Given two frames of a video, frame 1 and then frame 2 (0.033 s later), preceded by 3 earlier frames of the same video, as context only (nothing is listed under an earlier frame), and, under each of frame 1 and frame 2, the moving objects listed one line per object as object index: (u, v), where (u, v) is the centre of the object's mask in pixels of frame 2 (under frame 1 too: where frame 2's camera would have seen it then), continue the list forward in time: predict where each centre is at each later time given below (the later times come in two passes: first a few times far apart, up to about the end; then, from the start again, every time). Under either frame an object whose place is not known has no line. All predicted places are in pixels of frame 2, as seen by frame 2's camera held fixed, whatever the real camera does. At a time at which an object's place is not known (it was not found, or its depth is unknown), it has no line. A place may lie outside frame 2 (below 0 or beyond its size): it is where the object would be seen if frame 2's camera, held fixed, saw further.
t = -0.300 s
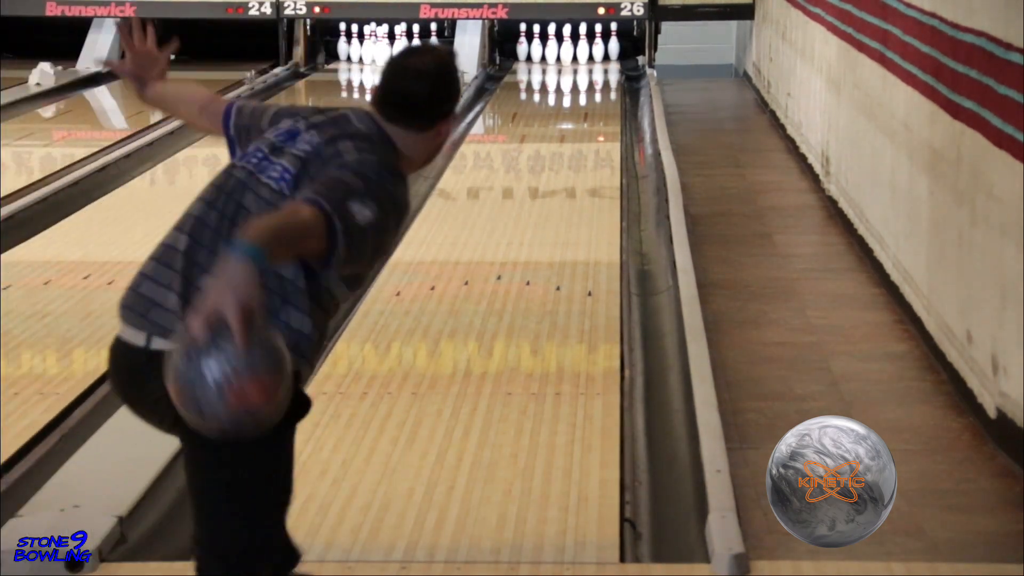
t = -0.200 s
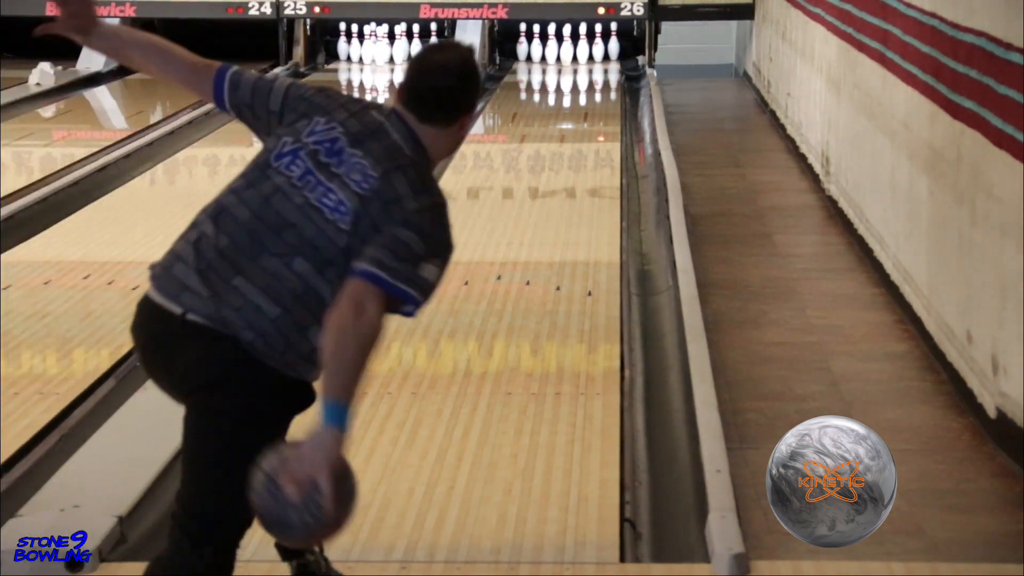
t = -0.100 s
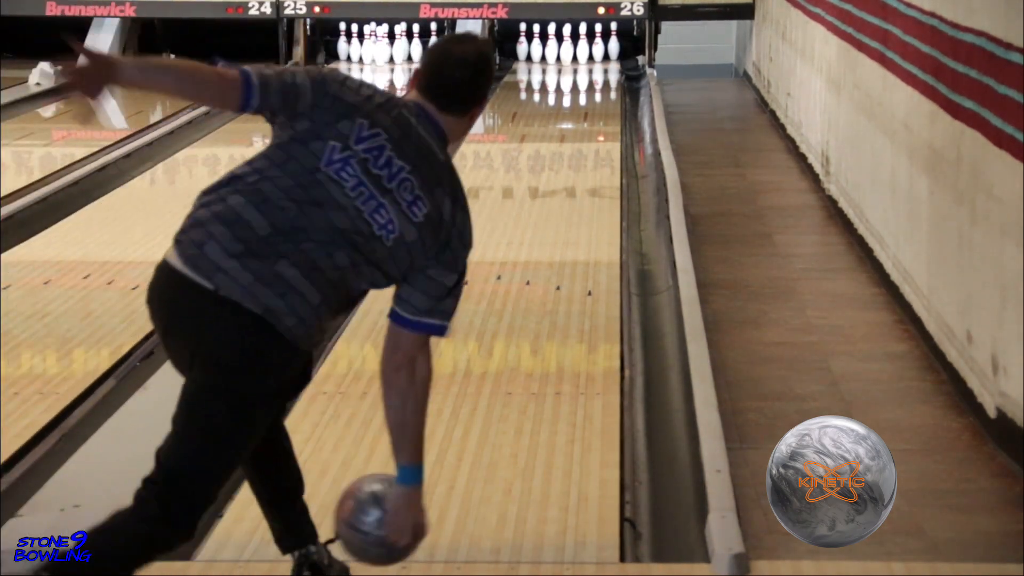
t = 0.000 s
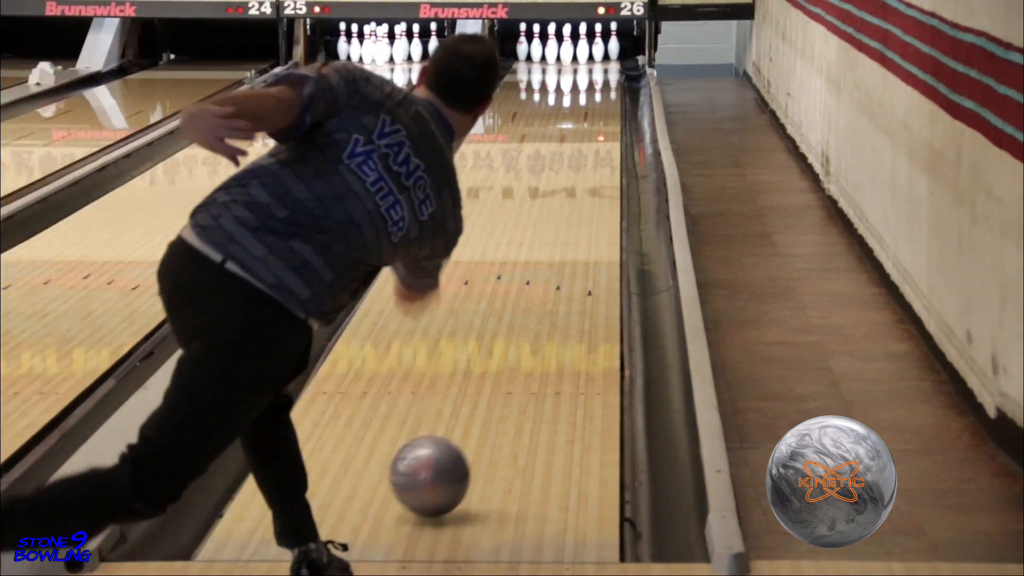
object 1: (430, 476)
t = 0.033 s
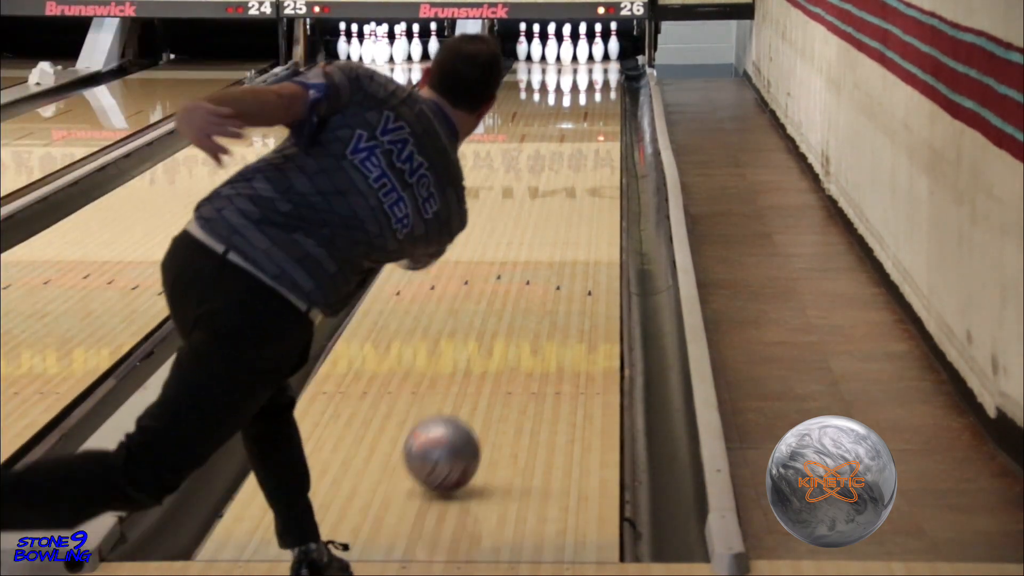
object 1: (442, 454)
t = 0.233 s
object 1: (498, 349)
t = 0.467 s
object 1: (540, 267)
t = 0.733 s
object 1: (571, 203)
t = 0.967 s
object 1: (589, 162)
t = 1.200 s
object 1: (601, 131)
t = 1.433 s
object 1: (606, 107)
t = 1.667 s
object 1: (606, 88)
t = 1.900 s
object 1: (599, 74)
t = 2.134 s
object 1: (584, 61)
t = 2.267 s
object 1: (578, 55)
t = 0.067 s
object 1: (453, 431)
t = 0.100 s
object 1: (464, 414)
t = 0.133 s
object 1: (474, 396)
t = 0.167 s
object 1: (482, 379)
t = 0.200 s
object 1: (491, 363)
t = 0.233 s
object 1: (498, 349)
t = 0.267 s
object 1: (505, 335)
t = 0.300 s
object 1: (512, 321)
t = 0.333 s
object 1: (519, 309)
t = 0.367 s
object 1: (524, 298)
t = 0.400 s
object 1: (530, 287)
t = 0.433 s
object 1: (535, 277)
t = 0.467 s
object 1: (540, 267)
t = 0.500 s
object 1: (545, 257)
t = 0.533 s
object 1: (549, 248)
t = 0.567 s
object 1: (553, 239)
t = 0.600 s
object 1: (557, 232)
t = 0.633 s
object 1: (561, 224)
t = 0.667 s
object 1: (564, 217)
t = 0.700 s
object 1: (568, 210)
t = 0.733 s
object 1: (571, 203)
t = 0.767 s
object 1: (574, 197)
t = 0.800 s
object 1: (577, 190)
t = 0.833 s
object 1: (580, 184)
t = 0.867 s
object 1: (582, 179)
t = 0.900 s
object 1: (585, 173)
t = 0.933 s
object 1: (587, 167)
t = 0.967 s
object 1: (589, 162)
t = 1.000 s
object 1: (591, 158)
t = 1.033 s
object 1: (593, 153)
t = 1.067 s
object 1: (595, 148)
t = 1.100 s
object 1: (597, 144)
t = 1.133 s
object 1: (598, 139)
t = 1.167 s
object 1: (600, 135)
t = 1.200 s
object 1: (601, 131)
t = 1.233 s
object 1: (602, 127)
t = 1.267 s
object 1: (603, 122)
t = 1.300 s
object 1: (604, 119)
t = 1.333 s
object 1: (604, 116)
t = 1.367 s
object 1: (605, 113)
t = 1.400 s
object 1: (606, 110)
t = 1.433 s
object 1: (606, 107)
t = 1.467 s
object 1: (607, 103)
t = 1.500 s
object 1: (607, 101)
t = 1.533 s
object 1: (607, 98)
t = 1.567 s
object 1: (608, 95)
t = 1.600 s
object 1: (607, 93)
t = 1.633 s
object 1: (607, 90)
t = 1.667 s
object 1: (606, 88)
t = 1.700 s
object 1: (606, 85)
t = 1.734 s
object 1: (605, 83)
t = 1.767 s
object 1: (604, 81)
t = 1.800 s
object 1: (603, 78)
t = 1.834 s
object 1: (601, 76)
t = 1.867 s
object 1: (600, 75)
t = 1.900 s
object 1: (599, 74)
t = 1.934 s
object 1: (597, 71)
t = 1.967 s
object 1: (596, 69)
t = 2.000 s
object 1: (594, 67)
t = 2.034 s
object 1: (592, 65)
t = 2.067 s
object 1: (589, 64)
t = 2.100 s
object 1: (587, 62)
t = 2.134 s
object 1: (584, 61)
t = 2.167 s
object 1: (582, 59)
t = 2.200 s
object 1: (579, 57)
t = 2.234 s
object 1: (577, 56)
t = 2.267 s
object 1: (578, 55)
